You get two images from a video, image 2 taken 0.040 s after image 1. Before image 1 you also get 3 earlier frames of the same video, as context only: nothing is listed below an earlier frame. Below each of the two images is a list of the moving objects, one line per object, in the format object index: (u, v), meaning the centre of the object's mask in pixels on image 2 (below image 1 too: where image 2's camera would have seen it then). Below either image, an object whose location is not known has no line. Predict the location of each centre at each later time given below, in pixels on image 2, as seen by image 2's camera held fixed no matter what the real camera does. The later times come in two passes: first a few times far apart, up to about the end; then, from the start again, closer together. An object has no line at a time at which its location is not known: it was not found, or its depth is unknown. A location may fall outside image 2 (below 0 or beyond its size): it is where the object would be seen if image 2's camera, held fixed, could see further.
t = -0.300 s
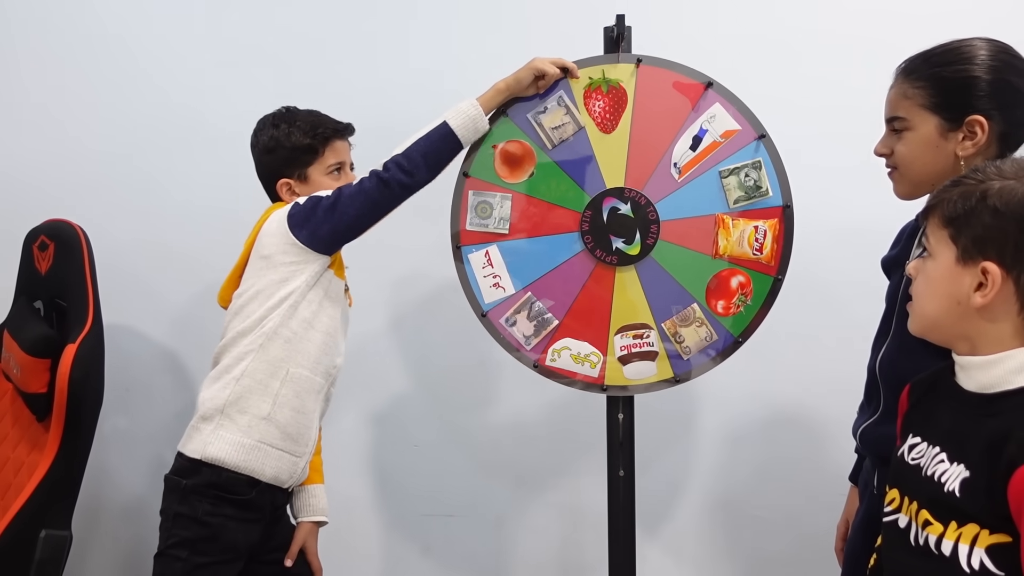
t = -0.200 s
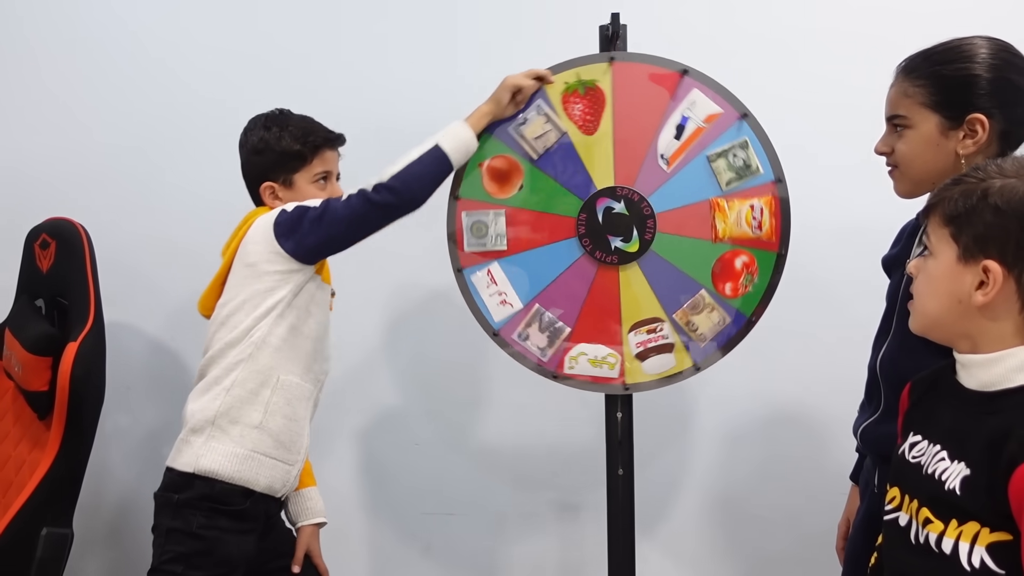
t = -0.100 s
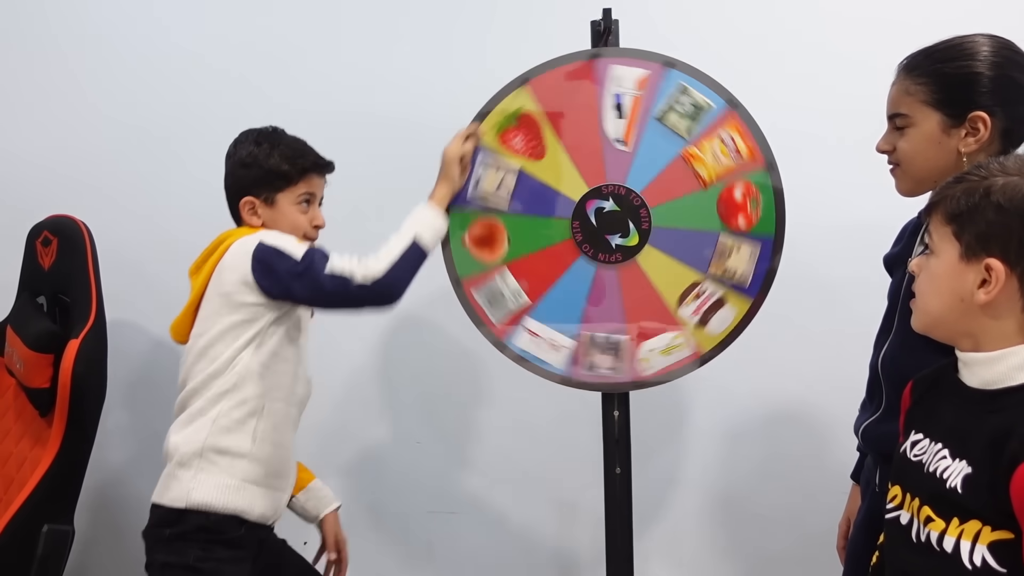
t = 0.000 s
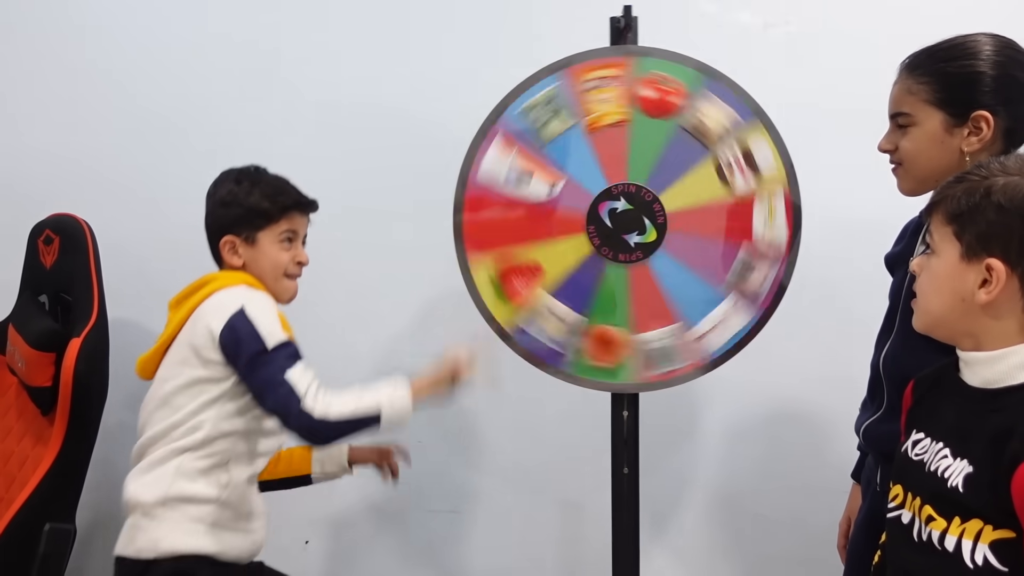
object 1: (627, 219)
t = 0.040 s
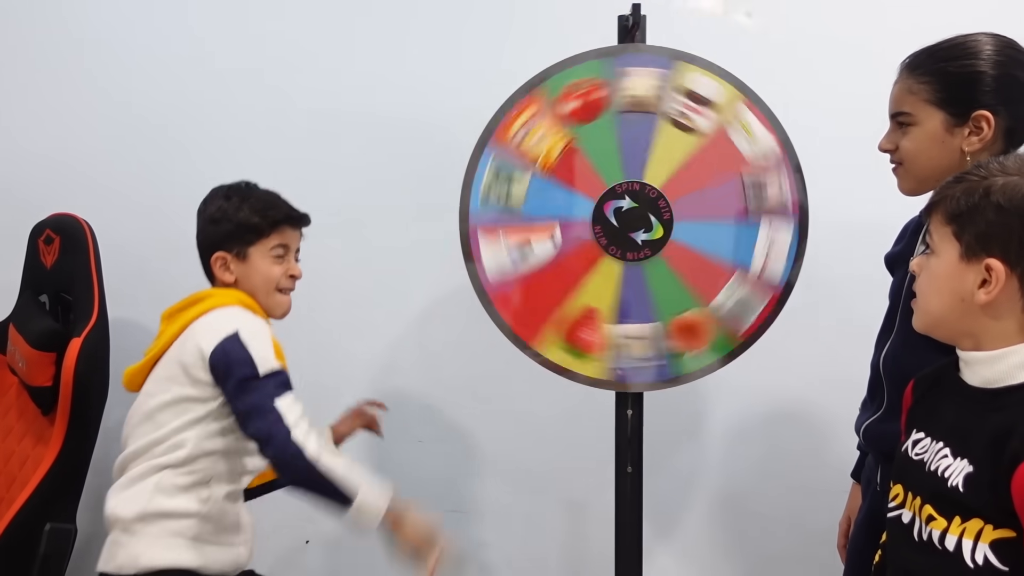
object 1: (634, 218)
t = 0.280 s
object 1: (623, 220)
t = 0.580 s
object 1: (629, 218)
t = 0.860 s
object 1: (626, 219)
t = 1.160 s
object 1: (621, 216)
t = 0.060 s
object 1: (636, 218)
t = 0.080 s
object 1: (638, 218)
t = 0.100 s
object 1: (638, 218)
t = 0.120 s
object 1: (638, 218)
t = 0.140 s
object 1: (638, 219)
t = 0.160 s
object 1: (637, 219)
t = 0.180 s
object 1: (635, 219)
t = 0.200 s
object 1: (633, 219)
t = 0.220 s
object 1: (631, 220)
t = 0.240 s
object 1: (628, 220)
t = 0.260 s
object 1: (625, 220)
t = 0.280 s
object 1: (623, 220)
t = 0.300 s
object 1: (621, 219)
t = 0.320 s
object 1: (619, 219)
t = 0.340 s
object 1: (618, 219)
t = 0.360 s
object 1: (618, 219)
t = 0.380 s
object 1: (619, 220)
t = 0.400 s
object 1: (619, 220)
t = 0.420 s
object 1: (621, 220)
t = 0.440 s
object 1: (623, 220)
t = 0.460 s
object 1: (625, 220)
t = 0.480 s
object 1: (626, 220)
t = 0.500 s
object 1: (628, 219)
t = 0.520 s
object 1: (629, 219)
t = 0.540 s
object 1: (629, 219)
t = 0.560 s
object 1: (629, 218)
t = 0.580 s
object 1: (629, 218)
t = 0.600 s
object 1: (628, 218)
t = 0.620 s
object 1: (626, 218)
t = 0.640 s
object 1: (625, 218)
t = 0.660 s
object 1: (623, 219)
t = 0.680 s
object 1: (622, 219)
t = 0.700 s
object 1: (621, 219)
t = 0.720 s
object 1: (620, 218)
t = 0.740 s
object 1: (620, 219)
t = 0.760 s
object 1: (620, 219)
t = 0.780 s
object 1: (621, 219)
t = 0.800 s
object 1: (622, 219)
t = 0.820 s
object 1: (623, 219)
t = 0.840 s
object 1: (625, 219)
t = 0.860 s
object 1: (626, 219)
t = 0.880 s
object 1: (627, 219)
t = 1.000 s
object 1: (625, 218)
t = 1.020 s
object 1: (624, 217)
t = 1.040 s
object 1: (623, 217)
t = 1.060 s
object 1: (621, 217)
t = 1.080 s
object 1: (621, 217)
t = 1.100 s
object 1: (621, 216)
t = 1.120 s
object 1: (621, 216)
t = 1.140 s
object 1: (621, 216)
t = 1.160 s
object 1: (621, 216)
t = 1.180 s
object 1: (622, 215)
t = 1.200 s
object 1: (622, 215)
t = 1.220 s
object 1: (623, 215)
